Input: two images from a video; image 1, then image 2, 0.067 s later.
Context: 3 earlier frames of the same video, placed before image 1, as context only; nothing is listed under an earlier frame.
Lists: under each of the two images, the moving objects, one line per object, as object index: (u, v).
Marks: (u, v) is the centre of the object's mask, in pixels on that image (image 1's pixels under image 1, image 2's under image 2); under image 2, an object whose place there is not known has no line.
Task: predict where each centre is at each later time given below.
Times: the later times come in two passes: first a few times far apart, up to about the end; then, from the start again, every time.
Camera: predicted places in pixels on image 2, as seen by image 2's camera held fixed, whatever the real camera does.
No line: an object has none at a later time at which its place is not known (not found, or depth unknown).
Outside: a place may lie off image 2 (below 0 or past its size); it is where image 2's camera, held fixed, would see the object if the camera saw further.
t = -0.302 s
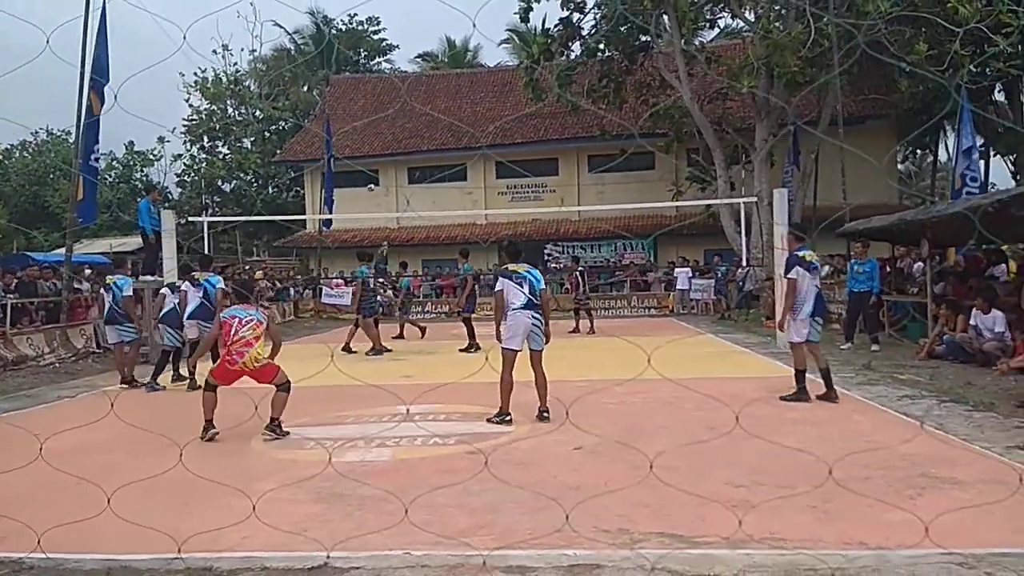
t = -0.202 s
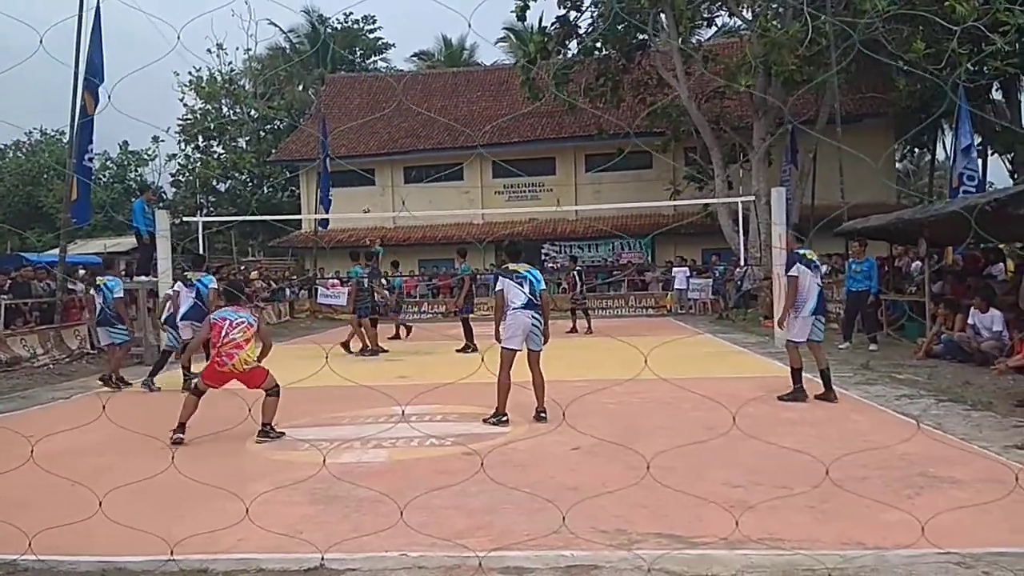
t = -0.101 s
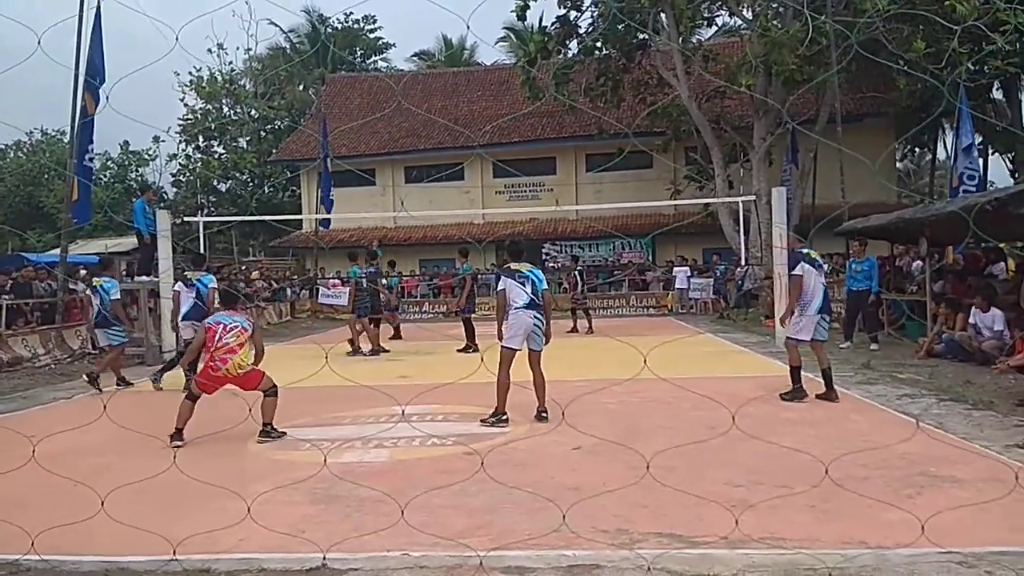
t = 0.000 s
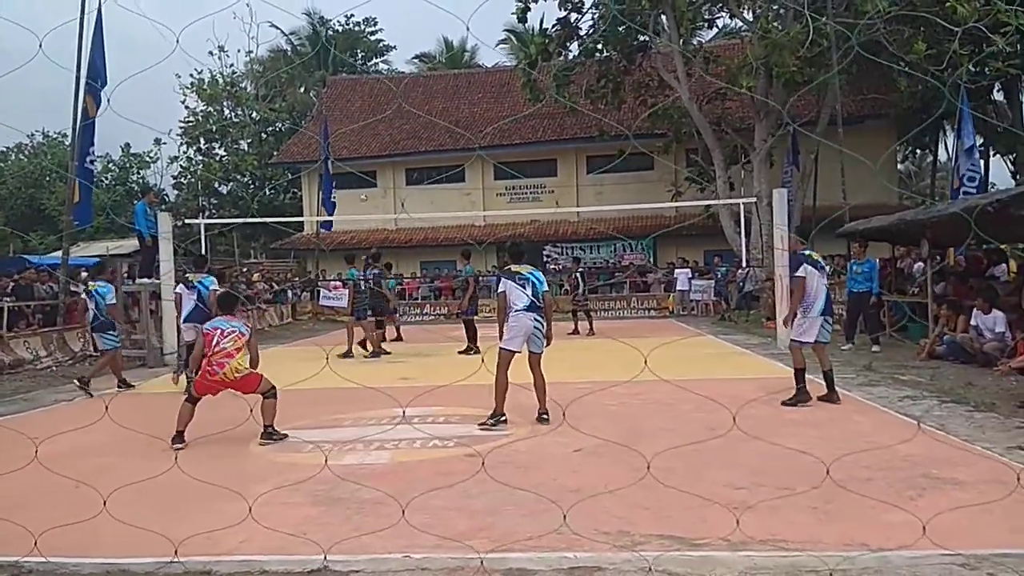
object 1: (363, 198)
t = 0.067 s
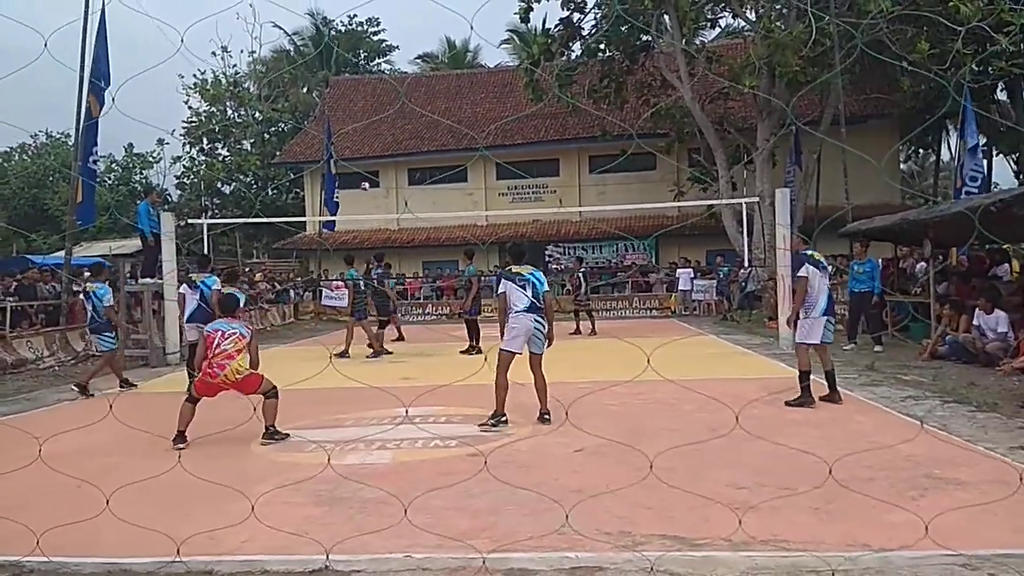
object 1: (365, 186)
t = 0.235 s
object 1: (366, 166)
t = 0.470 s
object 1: (381, 164)
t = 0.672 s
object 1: (413, 207)
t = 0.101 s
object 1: (364, 181)
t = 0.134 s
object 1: (365, 177)
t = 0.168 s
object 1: (366, 172)
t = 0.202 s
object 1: (366, 168)
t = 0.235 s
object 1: (366, 166)
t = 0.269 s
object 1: (367, 164)
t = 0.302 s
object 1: (369, 162)
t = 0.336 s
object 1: (371, 161)
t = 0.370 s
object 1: (372, 161)
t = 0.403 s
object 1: (375, 162)
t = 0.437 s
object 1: (377, 163)
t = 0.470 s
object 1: (381, 164)
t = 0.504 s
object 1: (384, 169)
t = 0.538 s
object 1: (389, 173)
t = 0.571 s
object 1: (394, 179)
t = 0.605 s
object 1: (399, 187)
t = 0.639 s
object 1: (405, 196)
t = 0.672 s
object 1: (413, 207)
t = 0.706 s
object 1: (420, 220)
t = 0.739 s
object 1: (430, 236)
